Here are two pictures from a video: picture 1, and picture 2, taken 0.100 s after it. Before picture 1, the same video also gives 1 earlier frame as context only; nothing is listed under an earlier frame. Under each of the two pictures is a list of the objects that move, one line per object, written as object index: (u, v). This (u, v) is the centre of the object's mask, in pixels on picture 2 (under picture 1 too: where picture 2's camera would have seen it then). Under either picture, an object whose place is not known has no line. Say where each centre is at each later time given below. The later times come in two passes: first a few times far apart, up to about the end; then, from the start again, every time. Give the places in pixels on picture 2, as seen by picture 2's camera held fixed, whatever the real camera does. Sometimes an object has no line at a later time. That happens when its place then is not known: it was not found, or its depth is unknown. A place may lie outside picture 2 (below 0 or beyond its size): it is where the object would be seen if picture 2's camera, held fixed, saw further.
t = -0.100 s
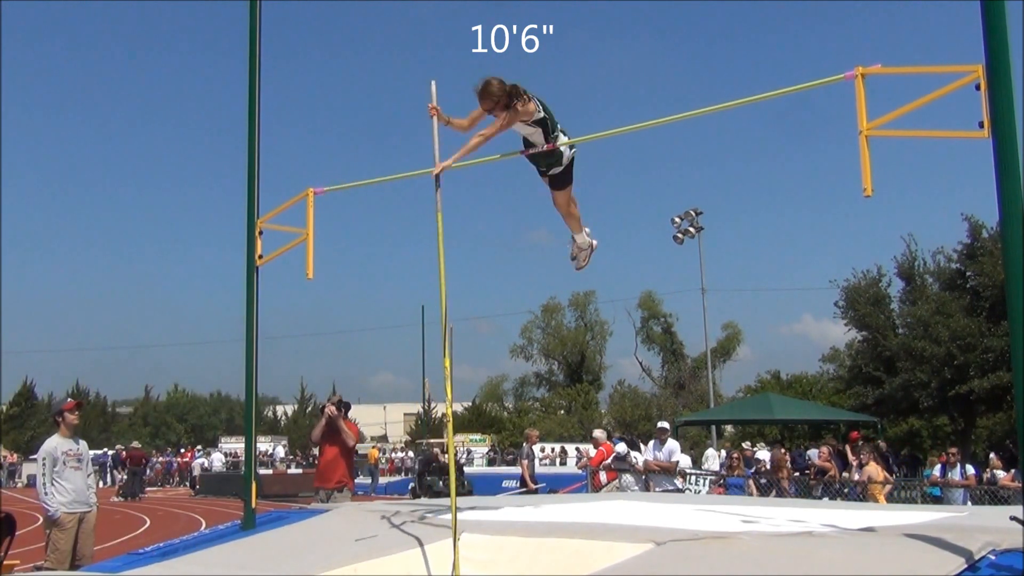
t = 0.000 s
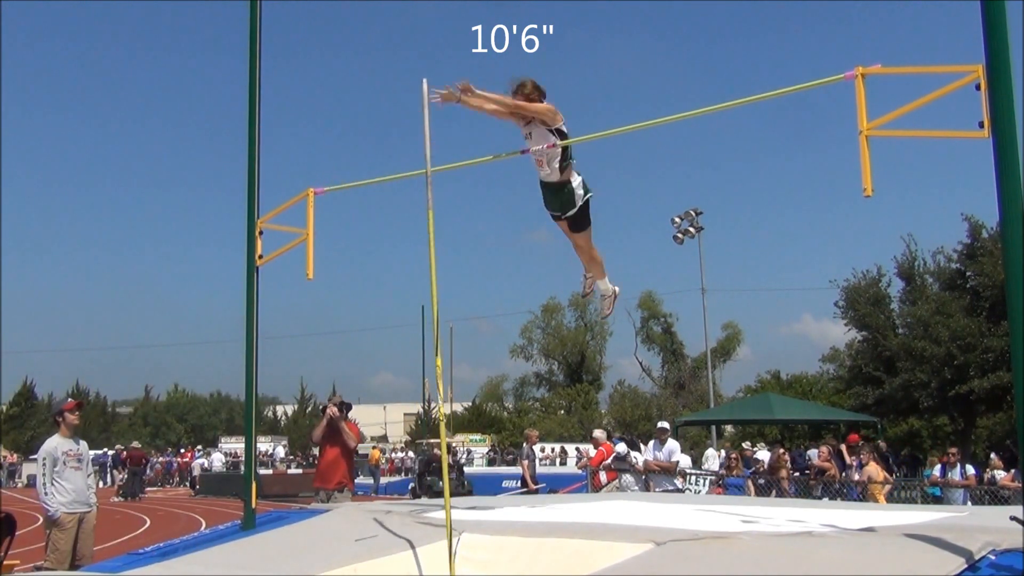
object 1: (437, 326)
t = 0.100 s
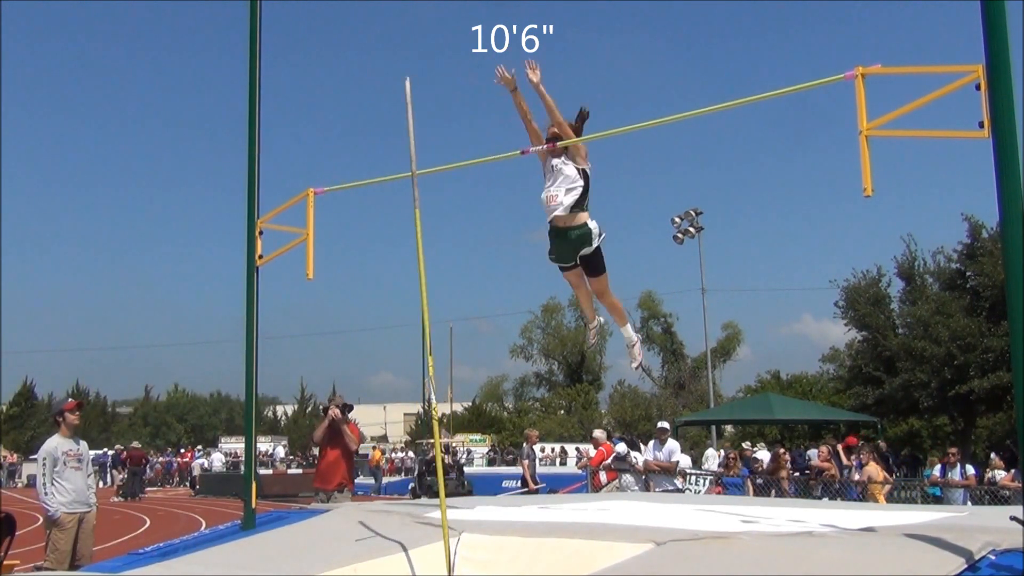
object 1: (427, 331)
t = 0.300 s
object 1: (403, 327)
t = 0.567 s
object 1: (353, 332)
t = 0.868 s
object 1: (261, 360)
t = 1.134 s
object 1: (142, 445)
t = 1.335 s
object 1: (95, 560)
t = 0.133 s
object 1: (424, 332)
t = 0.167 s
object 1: (420, 331)
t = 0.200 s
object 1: (416, 329)
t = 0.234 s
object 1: (412, 327)
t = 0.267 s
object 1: (407, 327)
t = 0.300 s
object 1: (403, 327)
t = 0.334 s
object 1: (397, 327)
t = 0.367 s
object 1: (392, 326)
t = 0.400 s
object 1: (386, 326)
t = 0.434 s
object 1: (381, 330)
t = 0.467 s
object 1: (375, 332)
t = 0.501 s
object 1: (368, 332)
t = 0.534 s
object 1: (360, 328)
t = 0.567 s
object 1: (353, 332)
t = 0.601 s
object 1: (345, 332)
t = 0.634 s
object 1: (336, 334)
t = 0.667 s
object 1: (327, 336)
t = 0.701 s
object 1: (317, 338)
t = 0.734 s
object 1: (308, 342)
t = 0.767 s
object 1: (297, 346)
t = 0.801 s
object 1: (286, 349)
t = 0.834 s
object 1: (273, 353)
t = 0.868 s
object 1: (261, 360)
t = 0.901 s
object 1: (248, 366)
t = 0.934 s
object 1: (233, 371)
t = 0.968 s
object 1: (218, 380)
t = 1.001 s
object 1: (202, 387)
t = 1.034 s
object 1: (186, 398)
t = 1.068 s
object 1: (168, 408)
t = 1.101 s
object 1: (152, 423)
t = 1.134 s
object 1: (142, 445)
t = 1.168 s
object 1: (133, 469)
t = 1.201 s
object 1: (123, 492)
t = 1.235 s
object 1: (117, 512)
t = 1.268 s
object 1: (111, 529)
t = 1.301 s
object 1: (112, 546)
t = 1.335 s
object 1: (95, 560)
